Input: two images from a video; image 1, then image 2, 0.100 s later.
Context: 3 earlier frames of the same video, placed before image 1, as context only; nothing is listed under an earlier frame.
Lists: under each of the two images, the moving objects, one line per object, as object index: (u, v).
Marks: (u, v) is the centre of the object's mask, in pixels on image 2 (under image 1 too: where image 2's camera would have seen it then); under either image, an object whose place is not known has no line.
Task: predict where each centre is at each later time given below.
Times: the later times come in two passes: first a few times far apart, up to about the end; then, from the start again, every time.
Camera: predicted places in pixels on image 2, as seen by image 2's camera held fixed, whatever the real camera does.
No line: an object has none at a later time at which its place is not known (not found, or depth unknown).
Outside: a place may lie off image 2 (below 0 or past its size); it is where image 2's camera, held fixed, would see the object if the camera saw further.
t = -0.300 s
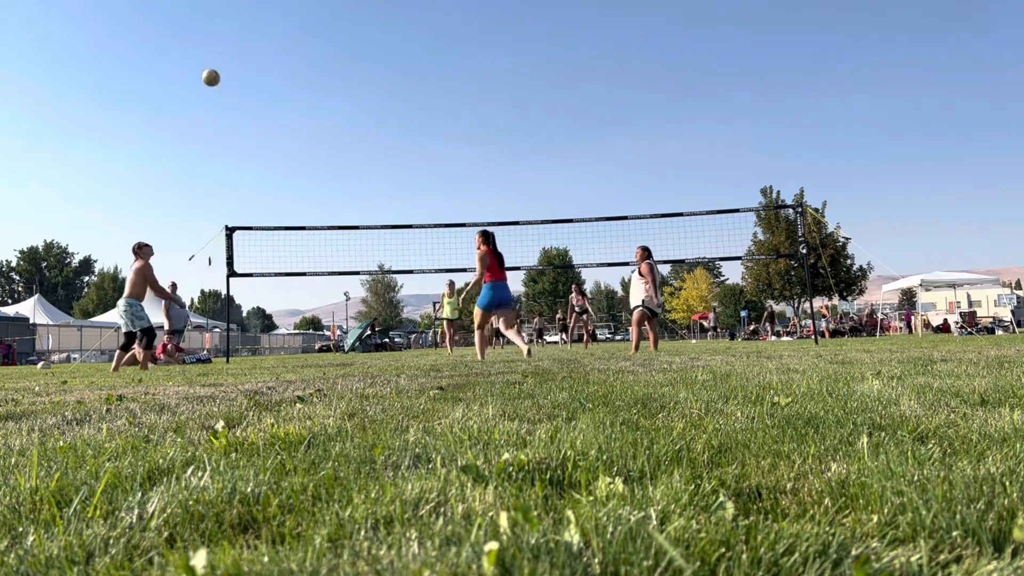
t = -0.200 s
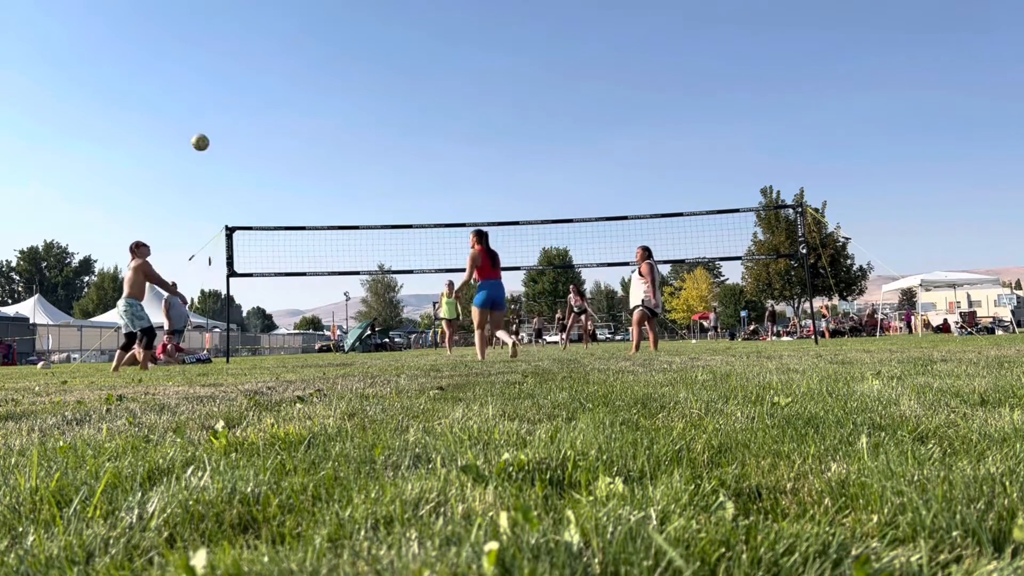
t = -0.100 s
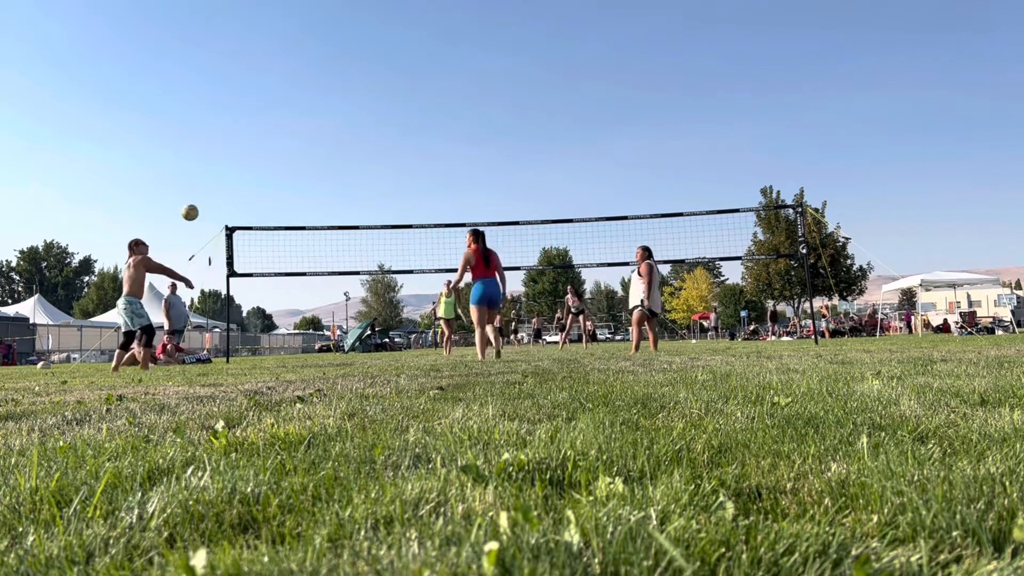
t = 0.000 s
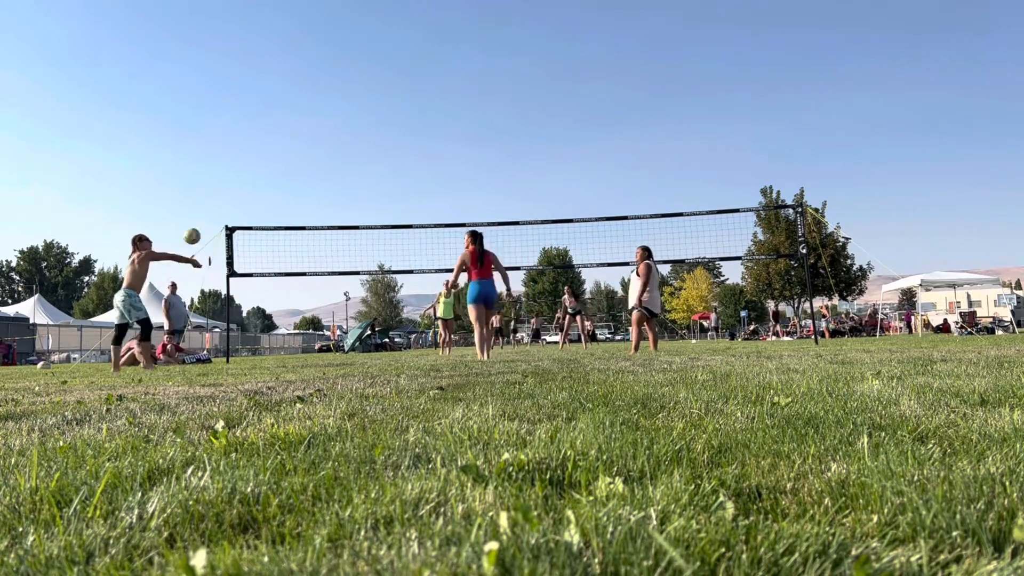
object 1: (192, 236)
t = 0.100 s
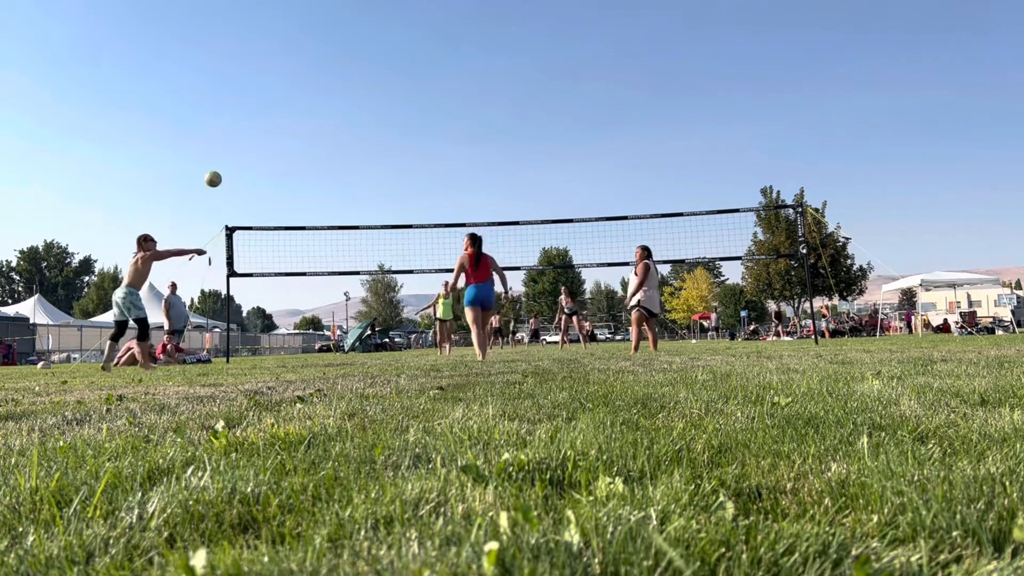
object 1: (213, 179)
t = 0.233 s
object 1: (239, 118)
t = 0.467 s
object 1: (281, 50)
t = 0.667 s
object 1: (314, 25)
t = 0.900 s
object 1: (349, 33)
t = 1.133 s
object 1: (381, 74)
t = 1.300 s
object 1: (401, 123)
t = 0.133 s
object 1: (220, 162)
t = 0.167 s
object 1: (227, 146)
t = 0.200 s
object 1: (233, 132)
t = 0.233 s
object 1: (239, 118)
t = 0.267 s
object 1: (246, 105)
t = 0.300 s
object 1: (252, 93)
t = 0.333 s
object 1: (258, 83)
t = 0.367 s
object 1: (264, 73)
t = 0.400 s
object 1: (270, 64)
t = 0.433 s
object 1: (276, 57)
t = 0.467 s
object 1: (281, 50)
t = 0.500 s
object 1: (287, 43)
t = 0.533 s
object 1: (293, 38)
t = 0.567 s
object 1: (298, 34)
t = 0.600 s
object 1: (303, 30)
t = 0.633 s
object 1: (309, 27)
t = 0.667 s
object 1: (314, 25)
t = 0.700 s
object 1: (319, 24)
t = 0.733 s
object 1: (324, 24)
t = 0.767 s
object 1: (329, 24)
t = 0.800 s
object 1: (335, 25)
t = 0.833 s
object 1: (339, 27)
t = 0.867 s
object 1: (344, 29)
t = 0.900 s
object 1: (349, 33)
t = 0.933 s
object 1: (354, 37)
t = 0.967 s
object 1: (359, 41)
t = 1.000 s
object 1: (363, 47)
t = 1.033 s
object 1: (368, 52)
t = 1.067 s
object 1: (372, 59)
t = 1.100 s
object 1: (377, 66)
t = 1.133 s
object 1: (381, 74)
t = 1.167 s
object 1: (385, 83)
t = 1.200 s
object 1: (389, 92)
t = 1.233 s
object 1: (393, 101)
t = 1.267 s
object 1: (397, 112)
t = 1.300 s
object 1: (401, 123)
